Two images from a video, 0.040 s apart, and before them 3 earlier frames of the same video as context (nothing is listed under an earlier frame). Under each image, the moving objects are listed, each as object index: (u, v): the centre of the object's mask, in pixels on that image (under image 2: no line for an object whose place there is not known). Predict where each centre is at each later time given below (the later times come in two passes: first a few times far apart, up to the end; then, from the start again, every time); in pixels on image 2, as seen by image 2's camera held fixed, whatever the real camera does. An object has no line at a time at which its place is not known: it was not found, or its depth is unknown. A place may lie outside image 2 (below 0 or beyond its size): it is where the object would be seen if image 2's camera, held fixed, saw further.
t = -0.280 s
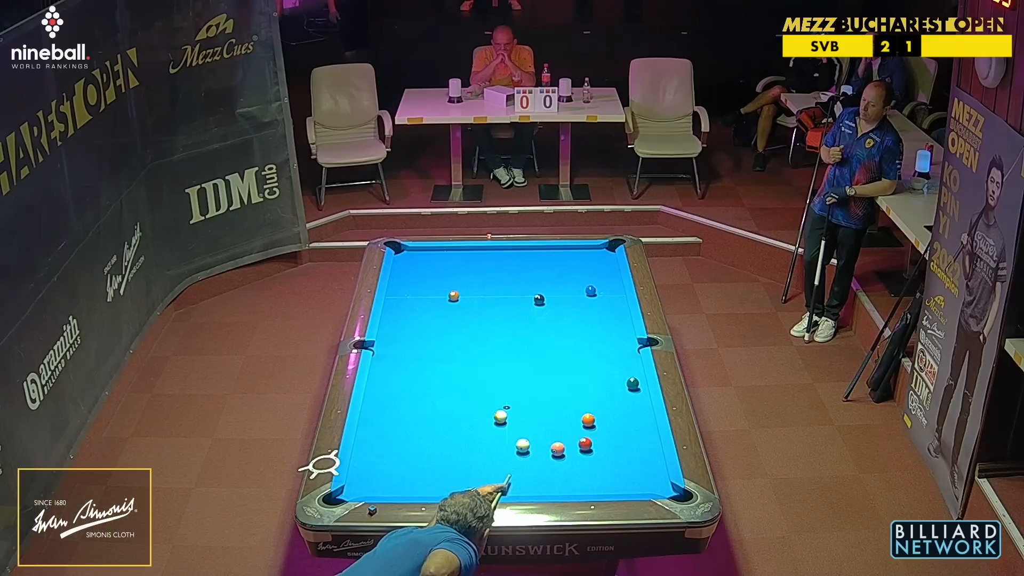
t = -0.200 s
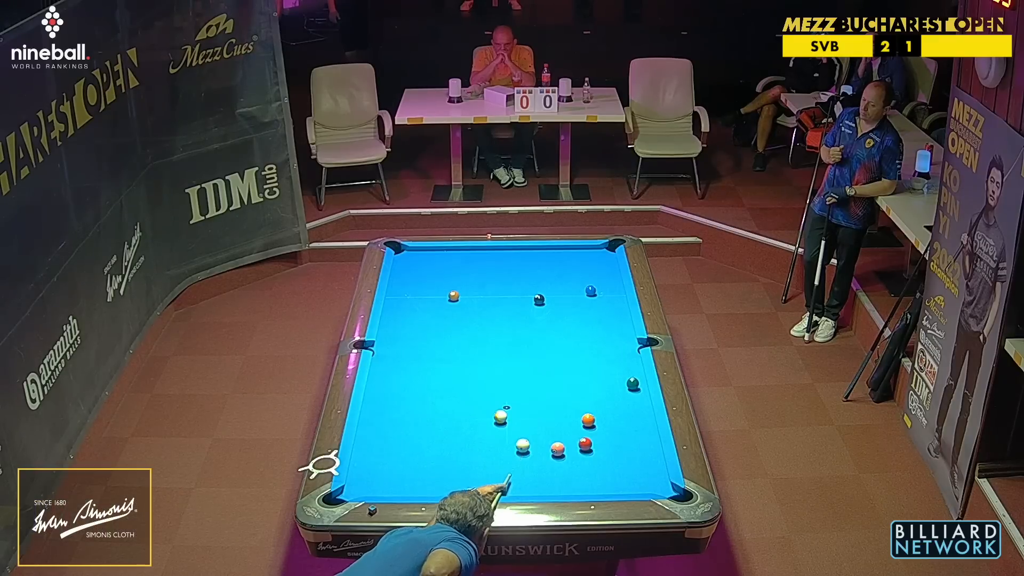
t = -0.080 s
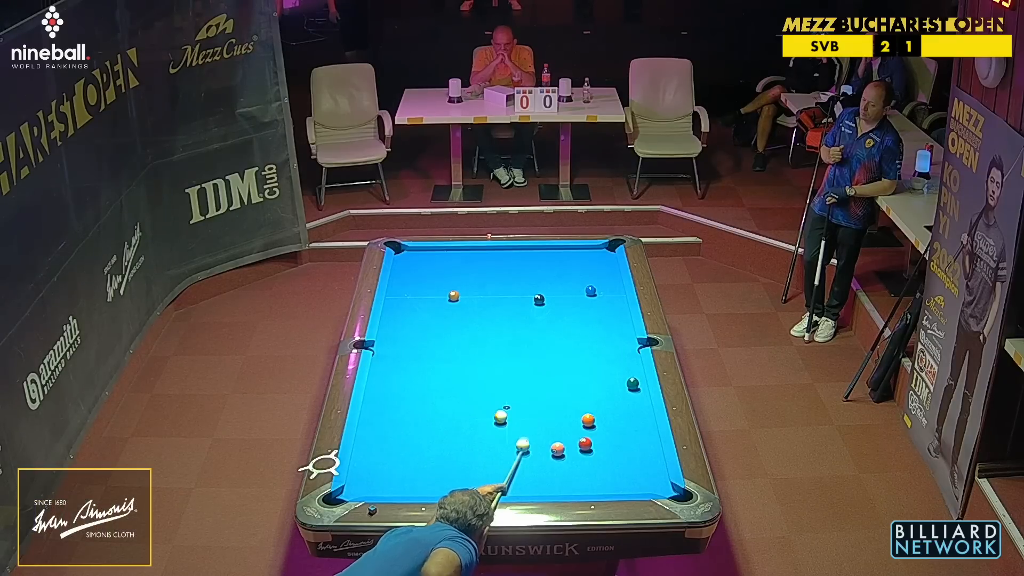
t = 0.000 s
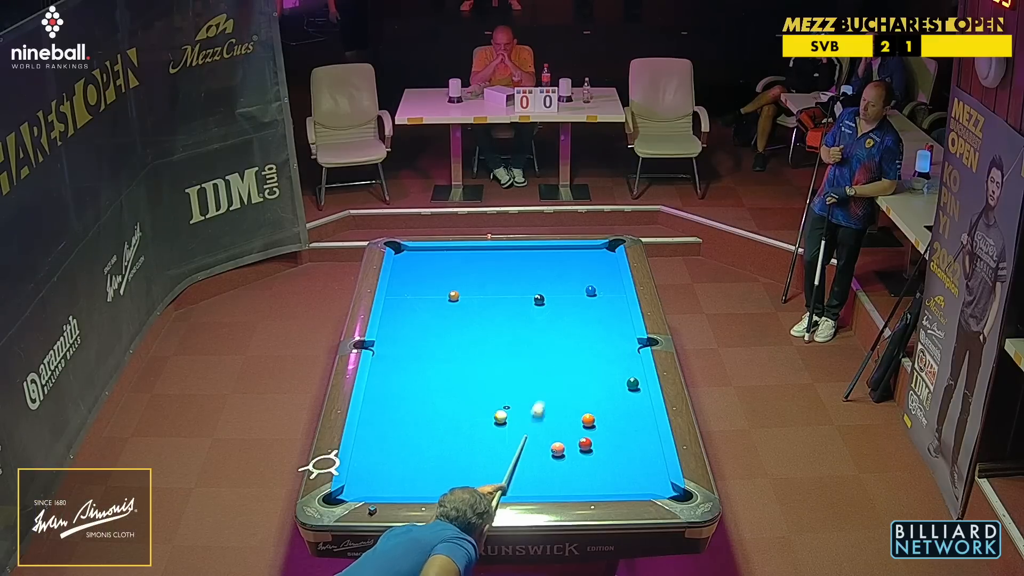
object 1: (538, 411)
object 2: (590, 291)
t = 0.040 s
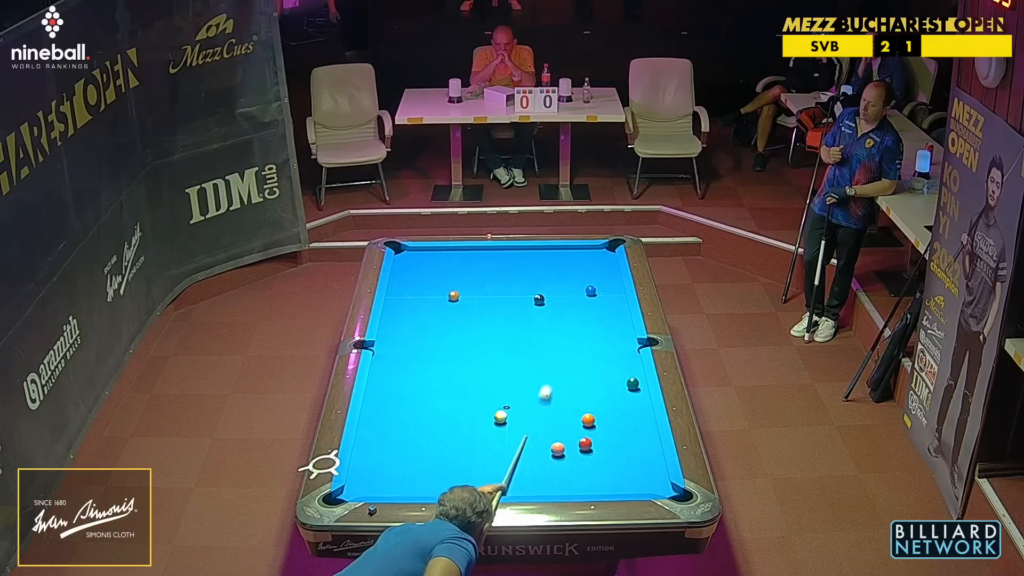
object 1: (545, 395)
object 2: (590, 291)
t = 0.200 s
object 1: (570, 337)
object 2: (590, 291)
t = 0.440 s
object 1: (585, 295)
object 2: (602, 272)
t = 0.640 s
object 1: (578, 298)
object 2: (610, 251)
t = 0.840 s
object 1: (572, 303)
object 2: (579, 253)
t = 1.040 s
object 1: (565, 307)
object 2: (553, 255)
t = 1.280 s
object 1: (558, 312)
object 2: (523, 256)
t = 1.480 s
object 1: (552, 317)
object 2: (498, 257)
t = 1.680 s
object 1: (546, 321)
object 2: (474, 258)
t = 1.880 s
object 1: (540, 324)
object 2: (450, 260)
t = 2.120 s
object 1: (534, 329)
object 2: (422, 261)
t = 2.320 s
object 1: (529, 332)
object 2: (400, 262)
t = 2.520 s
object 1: (525, 335)
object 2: (406, 261)
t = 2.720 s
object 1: (520, 338)
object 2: (416, 260)
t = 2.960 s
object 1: (516, 342)
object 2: (427, 259)
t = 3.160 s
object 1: (512, 344)
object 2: (436, 258)
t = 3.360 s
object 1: (509, 347)
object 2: (444, 257)
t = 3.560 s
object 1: (506, 349)
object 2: (452, 257)
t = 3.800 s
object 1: (503, 351)
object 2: (460, 256)
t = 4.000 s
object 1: (500, 353)
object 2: (466, 256)
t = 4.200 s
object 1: (499, 354)
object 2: (472, 255)
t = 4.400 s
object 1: (497, 355)
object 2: (477, 254)
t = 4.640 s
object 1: (496, 356)
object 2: (483, 254)
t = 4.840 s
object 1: (495, 357)
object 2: (487, 253)
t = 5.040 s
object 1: (494, 357)
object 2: (491, 253)
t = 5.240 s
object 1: (494, 357)
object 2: (494, 252)
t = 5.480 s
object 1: (494, 357)
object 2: (497, 252)
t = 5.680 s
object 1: (494, 357)
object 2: (499, 252)
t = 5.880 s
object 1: (494, 357)
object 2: (500, 252)
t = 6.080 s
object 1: (494, 357)
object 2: (501, 251)
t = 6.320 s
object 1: (494, 357)
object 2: (502, 251)
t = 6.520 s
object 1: (494, 357)
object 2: (502, 251)
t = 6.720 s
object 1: (494, 357)
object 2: (502, 251)
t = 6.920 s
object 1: (494, 357)
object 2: (502, 251)
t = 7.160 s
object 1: (494, 357)
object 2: (502, 251)
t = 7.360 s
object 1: (494, 357)
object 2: (502, 251)
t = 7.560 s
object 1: (494, 357)
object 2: (502, 251)
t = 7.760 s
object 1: (494, 357)
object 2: (502, 251)
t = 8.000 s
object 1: (494, 357)
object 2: (502, 251)
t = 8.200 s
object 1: (494, 357)
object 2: (502, 251)
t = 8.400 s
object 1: (494, 357)
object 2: (502, 251)
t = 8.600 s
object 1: (494, 357)
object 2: (502, 251)
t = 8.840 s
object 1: (494, 357)
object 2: (502, 251)
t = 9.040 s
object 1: (494, 357)
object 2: (502, 251)
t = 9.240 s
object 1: (494, 357)
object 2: (502, 251)
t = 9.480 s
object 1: (494, 357)
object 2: (502, 251)
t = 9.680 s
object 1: (494, 357)
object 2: (502, 251)
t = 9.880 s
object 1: (494, 357)
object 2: (502, 251)
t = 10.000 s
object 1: (494, 357)
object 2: (502, 251)
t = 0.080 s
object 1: (552, 379)
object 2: (590, 291)
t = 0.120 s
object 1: (558, 364)
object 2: (590, 291)
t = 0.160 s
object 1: (564, 350)
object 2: (590, 291)
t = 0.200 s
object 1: (570, 337)
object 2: (590, 291)
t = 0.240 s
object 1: (575, 324)
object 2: (590, 291)
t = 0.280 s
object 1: (580, 314)
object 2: (590, 291)
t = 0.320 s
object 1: (584, 303)
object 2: (591, 291)
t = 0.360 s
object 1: (588, 295)
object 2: (593, 288)
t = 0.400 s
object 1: (587, 295)
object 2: (598, 280)
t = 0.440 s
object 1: (585, 295)
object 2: (602, 272)
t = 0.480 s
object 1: (584, 295)
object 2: (607, 264)
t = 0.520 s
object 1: (583, 296)
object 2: (612, 256)
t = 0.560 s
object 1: (581, 296)
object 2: (607, 249)
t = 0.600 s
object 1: (580, 297)
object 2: (606, 248)
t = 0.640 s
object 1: (578, 298)
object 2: (610, 251)
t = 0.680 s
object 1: (577, 299)
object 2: (603, 252)
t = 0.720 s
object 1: (576, 300)
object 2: (597, 253)
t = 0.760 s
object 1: (575, 301)
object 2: (590, 253)
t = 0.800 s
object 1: (573, 302)
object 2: (584, 253)
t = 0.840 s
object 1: (572, 303)
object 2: (579, 253)
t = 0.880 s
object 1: (571, 304)
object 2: (574, 254)
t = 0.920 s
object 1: (569, 305)
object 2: (569, 254)
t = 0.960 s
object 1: (568, 306)
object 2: (564, 254)
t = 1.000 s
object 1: (567, 306)
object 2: (558, 254)
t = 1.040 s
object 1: (565, 307)
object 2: (553, 255)
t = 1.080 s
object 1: (564, 308)
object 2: (548, 255)
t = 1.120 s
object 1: (563, 309)
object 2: (543, 255)
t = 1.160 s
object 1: (562, 310)
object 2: (538, 255)
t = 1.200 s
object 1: (560, 311)
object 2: (533, 255)
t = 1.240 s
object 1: (559, 312)
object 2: (528, 256)
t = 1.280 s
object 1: (558, 312)
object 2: (523, 256)
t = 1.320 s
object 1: (557, 313)
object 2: (518, 256)
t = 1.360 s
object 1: (555, 314)
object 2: (513, 256)
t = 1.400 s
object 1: (554, 315)
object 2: (508, 257)
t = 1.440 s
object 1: (553, 316)
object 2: (503, 257)
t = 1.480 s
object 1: (552, 317)
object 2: (498, 257)
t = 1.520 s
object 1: (550, 317)
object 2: (493, 257)
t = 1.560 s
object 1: (549, 318)
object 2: (488, 258)
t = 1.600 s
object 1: (548, 319)
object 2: (484, 258)
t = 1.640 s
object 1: (547, 320)
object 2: (479, 258)
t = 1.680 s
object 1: (546, 321)
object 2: (474, 258)
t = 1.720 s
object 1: (545, 321)
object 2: (469, 259)
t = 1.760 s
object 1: (544, 322)
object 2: (464, 259)
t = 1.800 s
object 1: (543, 323)
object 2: (460, 259)
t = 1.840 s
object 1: (542, 324)
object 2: (455, 259)
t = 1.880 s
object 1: (540, 324)
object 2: (450, 260)
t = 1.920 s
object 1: (539, 325)
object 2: (446, 260)
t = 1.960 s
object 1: (538, 326)
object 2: (441, 260)
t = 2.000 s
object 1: (537, 327)
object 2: (436, 260)
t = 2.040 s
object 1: (536, 327)
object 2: (432, 260)
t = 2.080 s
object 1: (535, 328)
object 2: (427, 261)
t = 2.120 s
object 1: (534, 329)
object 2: (422, 261)
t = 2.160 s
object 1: (533, 330)
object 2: (418, 261)
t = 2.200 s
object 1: (532, 330)
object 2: (414, 261)
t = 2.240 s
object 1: (531, 331)
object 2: (409, 261)
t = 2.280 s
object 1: (530, 332)
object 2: (405, 262)
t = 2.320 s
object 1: (529, 332)
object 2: (400, 262)
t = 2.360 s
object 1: (528, 333)
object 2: (397, 262)
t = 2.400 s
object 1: (527, 333)
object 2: (400, 261)
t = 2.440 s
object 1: (526, 334)
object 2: (402, 261)
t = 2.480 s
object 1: (526, 335)
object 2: (404, 261)
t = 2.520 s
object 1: (525, 335)
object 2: (406, 261)
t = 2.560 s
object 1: (524, 336)
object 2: (408, 261)
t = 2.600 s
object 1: (523, 337)
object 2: (410, 261)
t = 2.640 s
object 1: (522, 337)
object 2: (412, 261)
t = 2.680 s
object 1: (521, 338)
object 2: (415, 260)
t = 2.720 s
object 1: (520, 338)
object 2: (416, 260)
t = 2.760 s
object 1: (520, 339)
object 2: (418, 260)
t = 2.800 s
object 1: (519, 340)
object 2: (420, 260)
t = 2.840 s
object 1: (518, 340)
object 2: (422, 259)
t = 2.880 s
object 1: (517, 341)
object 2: (424, 259)
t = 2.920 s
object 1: (516, 341)
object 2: (426, 259)
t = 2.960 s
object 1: (516, 342)
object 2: (427, 259)
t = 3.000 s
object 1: (515, 342)
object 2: (429, 259)
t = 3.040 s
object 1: (514, 343)
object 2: (431, 259)
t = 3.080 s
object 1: (514, 343)
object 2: (433, 258)
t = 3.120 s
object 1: (513, 344)
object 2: (434, 258)
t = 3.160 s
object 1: (512, 344)
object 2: (436, 258)
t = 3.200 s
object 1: (511, 345)
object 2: (438, 258)
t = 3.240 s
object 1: (511, 345)
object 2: (439, 258)
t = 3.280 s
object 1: (510, 346)
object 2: (441, 258)
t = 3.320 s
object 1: (509, 346)
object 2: (442, 257)
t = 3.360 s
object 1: (509, 347)
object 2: (444, 257)
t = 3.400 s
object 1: (508, 347)
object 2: (446, 257)
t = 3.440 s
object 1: (507, 348)
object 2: (447, 257)
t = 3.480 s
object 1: (507, 348)
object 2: (449, 257)
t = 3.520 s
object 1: (506, 348)
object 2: (450, 257)
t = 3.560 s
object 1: (506, 349)
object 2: (452, 257)
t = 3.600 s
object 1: (505, 349)
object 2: (453, 257)
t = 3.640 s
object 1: (505, 350)
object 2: (455, 257)
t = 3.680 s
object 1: (504, 350)
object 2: (456, 257)
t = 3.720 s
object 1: (503, 350)
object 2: (457, 256)
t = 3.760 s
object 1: (503, 351)
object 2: (459, 256)
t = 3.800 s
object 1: (503, 351)
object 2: (460, 256)
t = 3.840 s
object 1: (502, 351)
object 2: (461, 256)
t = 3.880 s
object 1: (502, 352)
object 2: (463, 256)
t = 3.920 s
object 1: (501, 352)
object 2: (464, 256)
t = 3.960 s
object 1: (501, 352)
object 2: (465, 256)
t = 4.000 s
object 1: (500, 353)
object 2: (466, 256)
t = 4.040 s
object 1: (500, 353)
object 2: (468, 255)
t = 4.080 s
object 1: (500, 353)
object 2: (469, 255)
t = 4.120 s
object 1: (499, 354)
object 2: (470, 255)
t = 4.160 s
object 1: (499, 354)
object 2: (471, 255)
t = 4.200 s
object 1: (499, 354)
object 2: (472, 255)
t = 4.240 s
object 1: (498, 354)
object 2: (473, 255)
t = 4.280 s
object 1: (498, 355)
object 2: (474, 255)
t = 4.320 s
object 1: (498, 355)
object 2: (475, 254)
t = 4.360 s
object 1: (497, 355)
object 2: (476, 254)
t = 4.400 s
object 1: (497, 355)
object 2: (477, 254)
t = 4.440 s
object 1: (497, 355)
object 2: (478, 254)
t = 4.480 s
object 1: (497, 355)
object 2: (479, 254)
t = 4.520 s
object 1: (496, 356)
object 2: (480, 254)
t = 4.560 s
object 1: (496, 356)
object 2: (481, 254)
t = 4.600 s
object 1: (496, 356)
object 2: (482, 254)
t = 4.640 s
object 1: (496, 356)
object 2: (483, 254)
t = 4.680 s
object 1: (496, 356)
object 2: (484, 253)
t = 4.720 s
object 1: (495, 356)
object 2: (485, 253)
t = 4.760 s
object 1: (495, 356)
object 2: (486, 253)
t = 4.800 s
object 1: (495, 357)
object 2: (486, 253)
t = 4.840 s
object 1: (495, 357)
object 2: (487, 253)
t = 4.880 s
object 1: (495, 357)
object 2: (488, 253)
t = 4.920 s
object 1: (495, 357)
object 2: (489, 253)
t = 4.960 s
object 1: (494, 357)
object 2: (489, 253)
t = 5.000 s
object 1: (495, 357)
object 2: (490, 253)
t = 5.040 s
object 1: (494, 357)
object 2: (491, 253)
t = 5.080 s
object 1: (494, 357)
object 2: (491, 253)
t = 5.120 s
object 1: (494, 357)
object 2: (492, 252)
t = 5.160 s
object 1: (494, 357)
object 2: (493, 252)
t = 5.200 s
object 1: (494, 357)
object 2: (493, 252)
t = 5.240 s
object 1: (494, 357)
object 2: (494, 252)
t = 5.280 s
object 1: (494, 357)
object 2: (494, 252)
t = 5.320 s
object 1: (494, 357)
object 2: (495, 252)
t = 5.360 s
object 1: (494, 357)
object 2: (495, 252)
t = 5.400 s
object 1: (494, 357)
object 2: (496, 252)
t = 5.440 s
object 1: (494, 357)
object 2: (496, 252)
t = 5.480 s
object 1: (494, 357)
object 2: (497, 252)
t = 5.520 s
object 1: (494, 357)
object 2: (497, 252)
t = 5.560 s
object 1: (494, 357)
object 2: (498, 252)
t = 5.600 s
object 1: (494, 357)
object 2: (498, 252)
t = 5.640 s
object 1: (494, 357)
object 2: (498, 252)
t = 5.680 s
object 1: (494, 357)
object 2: (499, 252)
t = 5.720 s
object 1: (494, 357)
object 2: (499, 252)
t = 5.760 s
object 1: (494, 357)
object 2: (499, 252)
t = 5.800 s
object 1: (494, 357)
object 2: (500, 252)
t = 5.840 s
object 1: (494, 357)
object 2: (500, 252)
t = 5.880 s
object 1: (494, 357)
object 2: (500, 252)
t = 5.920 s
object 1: (494, 357)
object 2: (501, 252)
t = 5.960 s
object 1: (494, 357)
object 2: (501, 252)
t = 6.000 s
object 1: (494, 357)
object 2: (501, 252)
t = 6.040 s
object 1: (494, 357)
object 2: (501, 252)
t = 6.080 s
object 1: (494, 357)
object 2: (501, 251)
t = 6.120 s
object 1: (494, 357)
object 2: (501, 251)
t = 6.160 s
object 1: (494, 357)
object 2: (502, 251)
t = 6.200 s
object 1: (494, 357)
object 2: (502, 251)
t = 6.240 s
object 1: (494, 357)
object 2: (502, 251)
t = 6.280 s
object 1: (494, 357)
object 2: (502, 251)
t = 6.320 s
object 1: (494, 357)
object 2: (502, 251)
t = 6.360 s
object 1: (494, 357)
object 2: (502, 251)
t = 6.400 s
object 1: (494, 357)
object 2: (502, 251)
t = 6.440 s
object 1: (494, 357)
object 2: (502, 251)
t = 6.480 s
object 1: (494, 357)
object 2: (502, 251)
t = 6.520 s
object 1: (494, 357)
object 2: (502, 251)
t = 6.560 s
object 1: (494, 357)
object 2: (502, 251)
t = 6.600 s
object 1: (494, 357)
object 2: (502, 251)
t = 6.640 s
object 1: (494, 357)
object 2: (502, 251)
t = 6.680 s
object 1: (494, 357)
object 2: (502, 251)
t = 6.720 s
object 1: (494, 357)
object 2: (502, 251)
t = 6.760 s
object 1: (494, 357)
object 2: (502, 251)
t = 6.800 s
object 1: (494, 357)
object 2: (502, 251)
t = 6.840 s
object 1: (494, 357)
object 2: (502, 251)
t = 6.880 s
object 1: (494, 357)
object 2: (502, 251)
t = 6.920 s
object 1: (494, 357)
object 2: (502, 251)
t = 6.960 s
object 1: (494, 357)
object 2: (502, 251)
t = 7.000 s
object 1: (494, 357)
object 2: (502, 251)
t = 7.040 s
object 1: (494, 357)
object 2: (502, 251)
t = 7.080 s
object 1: (494, 357)
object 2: (502, 251)
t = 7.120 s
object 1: (494, 357)
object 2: (502, 251)
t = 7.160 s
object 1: (494, 357)
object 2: (502, 251)
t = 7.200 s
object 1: (494, 357)
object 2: (502, 251)
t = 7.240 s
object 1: (494, 357)
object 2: (502, 251)
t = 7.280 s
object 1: (494, 357)
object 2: (502, 251)
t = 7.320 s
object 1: (494, 357)
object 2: (502, 251)
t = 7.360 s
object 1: (494, 357)
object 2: (502, 251)
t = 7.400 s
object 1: (494, 357)
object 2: (502, 251)
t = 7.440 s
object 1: (494, 357)
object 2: (502, 251)
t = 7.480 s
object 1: (494, 357)
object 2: (502, 251)
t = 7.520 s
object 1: (494, 357)
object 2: (502, 251)
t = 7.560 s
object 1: (494, 357)
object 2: (502, 251)
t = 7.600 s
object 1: (494, 357)
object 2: (502, 251)
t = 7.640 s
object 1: (494, 357)
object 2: (502, 251)
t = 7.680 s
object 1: (494, 357)
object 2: (502, 251)
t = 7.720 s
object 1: (494, 357)
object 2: (502, 251)
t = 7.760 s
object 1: (494, 357)
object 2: (502, 251)
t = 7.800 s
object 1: (494, 357)
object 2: (502, 251)
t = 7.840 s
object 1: (494, 357)
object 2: (502, 251)
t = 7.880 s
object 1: (494, 357)
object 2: (502, 251)
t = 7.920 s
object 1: (494, 357)
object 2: (502, 251)
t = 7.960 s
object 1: (494, 357)
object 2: (502, 251)
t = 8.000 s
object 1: (494, 357)
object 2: (502, 251)
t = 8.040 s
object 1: (494, 357)
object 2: (502, 251)
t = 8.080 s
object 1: (494, 357)
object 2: (502, 251)
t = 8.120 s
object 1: (494, 357)
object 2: (502, 251)
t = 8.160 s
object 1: (494, 357)
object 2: (502, 251)
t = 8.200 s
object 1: (494, 357)
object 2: (502, 251)
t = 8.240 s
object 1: (494, 357)
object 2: (502, 251)
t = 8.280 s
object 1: (494, 357)
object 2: (502, 251)
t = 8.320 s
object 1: (494, 357)
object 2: (502, 251)
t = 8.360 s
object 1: (494, 357)
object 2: (502, 251)
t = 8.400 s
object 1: (494, 357)
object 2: (502, 251)
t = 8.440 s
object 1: (494, 357)
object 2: (502, 251)
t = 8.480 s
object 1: (494, 357)
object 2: (502, 251)
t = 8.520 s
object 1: (494, 357)
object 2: (502, 251)
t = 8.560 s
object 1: (494, 357)
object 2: (502, 251)
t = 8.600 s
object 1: (494, 357)
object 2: (502, 251)
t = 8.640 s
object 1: (494, 357)
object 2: (502, 251)
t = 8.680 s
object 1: (494, 357)
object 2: (502, 251)
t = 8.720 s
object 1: (494, 357)
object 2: (502, 251)
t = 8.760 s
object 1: (494, 357)
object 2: (502, 251)
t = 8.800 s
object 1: (494, 357)
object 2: (502, 251)
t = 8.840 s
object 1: (494, 357)
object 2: (502, 251)
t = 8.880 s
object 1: (494, 357)
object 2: (502, 251)
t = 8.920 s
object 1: (494, 357)
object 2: (502, 251)
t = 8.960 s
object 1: (494, 357)
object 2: (502, 251)
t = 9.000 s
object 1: (494, 357)
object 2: (502, 251)
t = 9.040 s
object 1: (494, 357)
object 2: (502, 251)
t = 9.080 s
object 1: (494, 357)
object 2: (502, 251)
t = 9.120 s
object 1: (494, 357)
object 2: (502, 251)
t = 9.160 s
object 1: (494, 357)
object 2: (502, 251)
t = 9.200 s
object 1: (494, 357)
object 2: (502, 251)
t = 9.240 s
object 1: (494, 357)
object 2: (502, 251)
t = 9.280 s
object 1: (494, 357)
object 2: (502, 251)
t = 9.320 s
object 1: (494, 357)
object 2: (502, 251)
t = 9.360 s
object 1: (494, 357)
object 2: (502, 251)
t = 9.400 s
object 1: (494, 357)
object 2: (502, 251)
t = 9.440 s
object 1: (494, 357)
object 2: (502, 251)
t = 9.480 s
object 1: (494, 357)
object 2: (502, 251)
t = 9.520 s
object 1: (494, 357)
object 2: (502, 251)
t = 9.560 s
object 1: (494, 357)
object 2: (502, 251)
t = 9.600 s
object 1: (494, 357)
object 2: (502, 251)
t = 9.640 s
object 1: (494, 357)
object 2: (502, 251)
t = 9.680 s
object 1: (494, 357)
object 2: (502, 251)
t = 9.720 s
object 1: (494, 357)
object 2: (502, 251)
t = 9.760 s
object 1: (494, 357)
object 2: (502, 251)
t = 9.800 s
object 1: (494, 357)
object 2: (502, 251)
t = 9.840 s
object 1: (494, 357)
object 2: (502, 251)
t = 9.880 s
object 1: (494, 357)
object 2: (502, 251)
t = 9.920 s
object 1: (494, 357)
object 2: (502, 251)
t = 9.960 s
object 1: (494, 357)
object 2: (502, 251)
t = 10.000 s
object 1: (494, 357)
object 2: (502, 251)
